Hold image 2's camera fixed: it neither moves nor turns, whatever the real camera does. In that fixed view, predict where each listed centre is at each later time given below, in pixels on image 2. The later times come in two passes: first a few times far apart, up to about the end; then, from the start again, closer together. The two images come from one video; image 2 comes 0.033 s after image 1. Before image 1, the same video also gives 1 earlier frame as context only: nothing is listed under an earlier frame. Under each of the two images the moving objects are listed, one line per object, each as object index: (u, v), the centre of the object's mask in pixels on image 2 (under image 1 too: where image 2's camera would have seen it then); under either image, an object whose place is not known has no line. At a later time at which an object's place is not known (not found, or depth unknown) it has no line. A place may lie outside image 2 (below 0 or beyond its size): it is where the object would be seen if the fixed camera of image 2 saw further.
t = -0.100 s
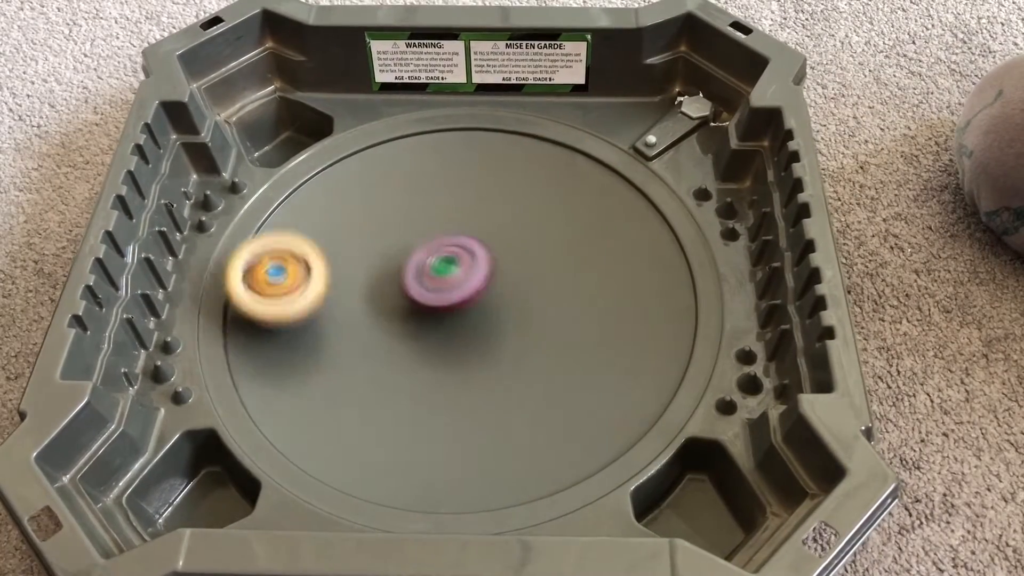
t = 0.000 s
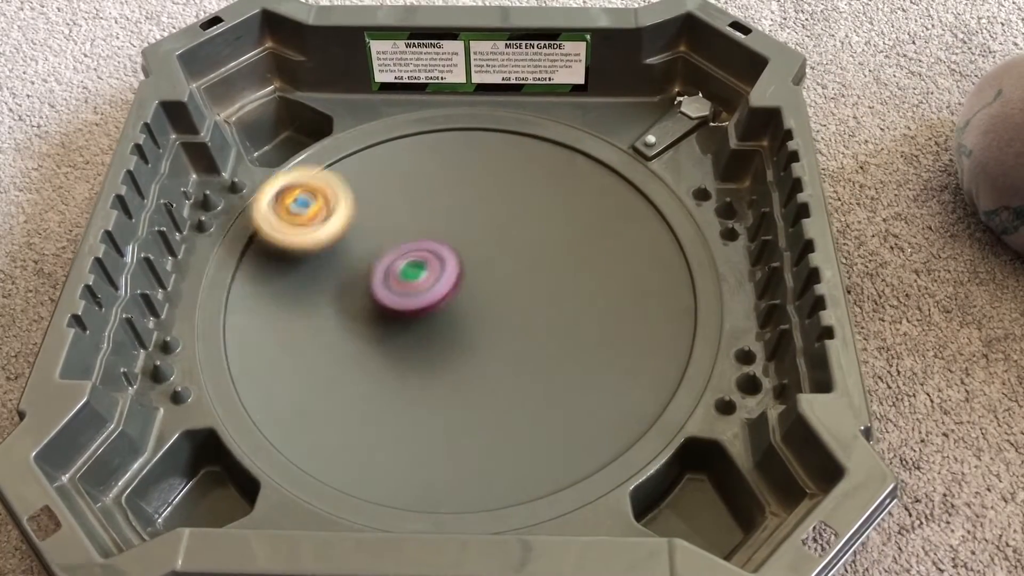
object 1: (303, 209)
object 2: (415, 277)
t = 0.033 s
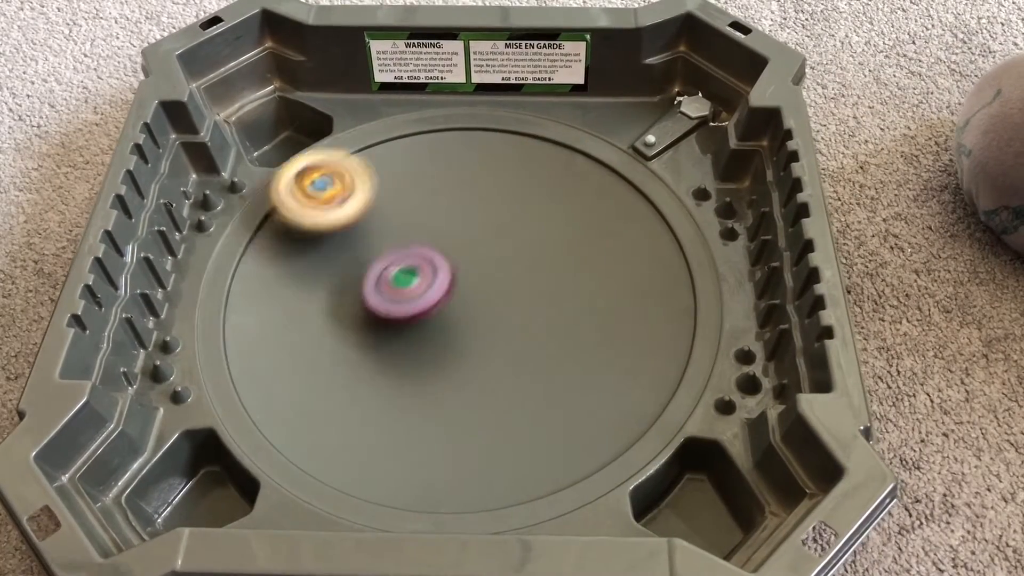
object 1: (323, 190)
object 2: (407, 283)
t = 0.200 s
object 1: (471, 153)
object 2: (400, 341)
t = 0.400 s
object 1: (610, 241)
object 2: (454, 397)
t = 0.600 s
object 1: (661, 364)
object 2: (424, 386)
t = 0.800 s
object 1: (585, 345)
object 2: (288, 351)
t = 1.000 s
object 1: (449, 287)
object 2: (312, 328)
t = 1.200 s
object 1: (428, 208)
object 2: (405, 298)
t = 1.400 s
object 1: (517, 175)
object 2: (450, 245)
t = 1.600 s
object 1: (639, 224)
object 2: (426, 202)
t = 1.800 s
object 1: (560, 350)
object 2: (379, 205)
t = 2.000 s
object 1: (330, 343)
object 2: (379, 235)
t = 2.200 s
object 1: (243, 339)
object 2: (425, 164)
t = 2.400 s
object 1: (331, 247)
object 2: (442, 188)
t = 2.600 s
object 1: (374, 264)
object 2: (602, 172)
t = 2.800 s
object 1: (409, 323)
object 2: (604, 229)
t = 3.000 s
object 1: (429, 340)
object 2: (536, 302)
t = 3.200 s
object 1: (340, 356)
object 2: (614, 307)
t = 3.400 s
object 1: (362, 308)
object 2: (628, 304)
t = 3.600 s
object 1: (476, 272)
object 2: (561, 308)
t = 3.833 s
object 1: (541, 254)
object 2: (514, 360)
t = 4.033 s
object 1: (546, 297)
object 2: (458, 357)
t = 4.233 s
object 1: (498, 321)
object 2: (391, 342)
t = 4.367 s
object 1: (463, 305)
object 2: (349, 329)
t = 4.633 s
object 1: (451, 236)
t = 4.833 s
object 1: (502, 209)
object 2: (382, 256)
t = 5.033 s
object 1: (534, 250)
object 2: (417, 223)
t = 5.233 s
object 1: (479, 309)
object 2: (441, 202)
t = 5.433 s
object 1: (387, 305)
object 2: (470, 209)
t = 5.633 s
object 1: (372, 240)
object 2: (514, 240)
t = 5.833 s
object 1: (459, 213)
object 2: (554, 279)
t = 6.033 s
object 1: (518, 250)
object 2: (590, 314)
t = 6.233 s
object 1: (459, 291)
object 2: (619, 341)
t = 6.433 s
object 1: (391, 273)
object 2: (560, 348)
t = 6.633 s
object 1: (406, 228)
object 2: (466, 338)
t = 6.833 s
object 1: (489, 242)
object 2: (388, 329)
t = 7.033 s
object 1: (509, 325)
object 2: (349, 317)
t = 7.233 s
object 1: (428, 358)
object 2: (354, 283)
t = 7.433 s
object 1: (403, 329)
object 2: (353, 232)
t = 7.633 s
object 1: (446, 300)
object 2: (390, 198)
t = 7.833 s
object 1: (521, 284)
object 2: (444, 180)
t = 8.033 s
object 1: (558, 295)
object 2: (500, 185)
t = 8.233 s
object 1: (530, 303)
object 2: (548, 217)
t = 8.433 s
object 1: (445, 303)
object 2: (581, 243)
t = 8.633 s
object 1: (384, 246)
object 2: (580, 285)
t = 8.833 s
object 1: (424, 200)
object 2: (546, 328)
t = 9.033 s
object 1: (496, 228)
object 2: (485, 351)
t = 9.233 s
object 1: (513, 313)
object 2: (414, 353)
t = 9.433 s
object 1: (496, 357)
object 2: (335, 339)
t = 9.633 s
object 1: (449, 336)
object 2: (325, 299)
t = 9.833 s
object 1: (455, 268)
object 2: (350, 252)
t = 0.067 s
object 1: (348, 174)
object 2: (402, 292)
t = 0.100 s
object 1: (377, 163)
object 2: (398, 302)
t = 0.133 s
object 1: (406, 155)
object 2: (397, 315)
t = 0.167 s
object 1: (438, 152)
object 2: (397, 327)
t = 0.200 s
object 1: (471, 153)
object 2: (400, 341)
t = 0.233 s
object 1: (502, 159)
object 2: (404, 354)
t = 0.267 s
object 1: (530, 167)
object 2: (411, 367)
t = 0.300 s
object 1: (556, 180)
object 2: (419, 377)
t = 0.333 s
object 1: (579, 197)
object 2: (429, 386)
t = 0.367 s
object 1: (597, 217)
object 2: (441, 393)
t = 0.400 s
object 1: (610, 241)
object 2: (454, 397)
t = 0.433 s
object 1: (618, 268)
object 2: (467, 397)
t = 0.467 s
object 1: (620, 295)
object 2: (482, 395)
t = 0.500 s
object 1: (614, 324)
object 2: (496, 390)
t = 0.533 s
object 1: (607, 348)
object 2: (502, 385)
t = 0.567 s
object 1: (635, 358)
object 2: (464, 387)
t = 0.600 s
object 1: (661, 364)
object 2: (424, 386)
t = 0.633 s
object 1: (672, 364)
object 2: (389, 382)
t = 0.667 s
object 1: (669, 364)
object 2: (358, 376)
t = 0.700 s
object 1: (654, 361)
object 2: (334, 369)
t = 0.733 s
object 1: (634, 357)
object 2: (313, 363)
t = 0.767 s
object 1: (611, 351)
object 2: (297, 356)
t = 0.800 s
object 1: (585, 345)
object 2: (288, 351)
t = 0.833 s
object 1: (559, 339)
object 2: (283, 346)
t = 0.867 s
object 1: (533, 331)
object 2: (282, 342)
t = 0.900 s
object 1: (508, 322)
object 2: (285, 338)
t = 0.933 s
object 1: (485, 312)
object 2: (291, 335)
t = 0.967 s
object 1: (465, 300)
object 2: (300, 332)
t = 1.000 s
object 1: (449, 287)
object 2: (312, 328)
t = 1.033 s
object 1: (436, 272)
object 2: (326, 325)
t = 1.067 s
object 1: (426, 258)
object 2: (342, 320)
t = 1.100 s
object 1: (421, 245)
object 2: (358, 316)
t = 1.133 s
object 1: (420, 231)
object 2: (374, 311)
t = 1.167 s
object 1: (422, 219)
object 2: (391, 305)
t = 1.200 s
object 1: (428, 208)
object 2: (405, 298)
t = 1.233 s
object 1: (437, 198)
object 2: (418, 291)
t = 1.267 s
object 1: (448, 190)
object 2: (429, 282)
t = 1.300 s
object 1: (463, 183)
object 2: (438, 274)
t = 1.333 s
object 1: (479, 179)
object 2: (444, 264)
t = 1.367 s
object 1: (498, 176)
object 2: (449, 255)
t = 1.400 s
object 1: (517, 175)
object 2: (450, 245)
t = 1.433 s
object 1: (538, 176)
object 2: (451, 236)
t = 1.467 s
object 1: (560, 179)
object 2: (449, 228)
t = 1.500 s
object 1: (582, 184)
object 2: (446, 220)
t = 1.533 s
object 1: (604, 192)
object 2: (441, 212)
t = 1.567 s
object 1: (624, 206)
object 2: (434, 207)
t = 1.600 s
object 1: (639, 224)
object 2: (426, 202)
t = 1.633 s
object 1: (647, 245)
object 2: (418, 198)
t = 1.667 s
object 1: (646, 269)
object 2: (409, 196)
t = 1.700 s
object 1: (637, 293)
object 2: (401, 196)
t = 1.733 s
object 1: (620, 315)
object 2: (393, 198)
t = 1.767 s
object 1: (593, 335)
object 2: (386, 201)
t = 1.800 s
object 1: (560, 350)
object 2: (379, 205)
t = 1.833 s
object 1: (521, 360)
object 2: (372, 212)
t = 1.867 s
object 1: (479, 363)
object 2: (369, 222)
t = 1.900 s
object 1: (438, 358)
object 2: (368, 233)
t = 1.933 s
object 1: (399, 347)
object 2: (369, 246)
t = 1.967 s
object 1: (363, 332)
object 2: (372, 253)
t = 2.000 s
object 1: (330, 343)
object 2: (379, 235)
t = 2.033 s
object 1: (302, 352)
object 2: (388, 212)
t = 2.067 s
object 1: (276, 358)
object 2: (396, 194)
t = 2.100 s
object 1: (257, 358)
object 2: (404, 181)
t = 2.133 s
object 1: (246, 355)
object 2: (412, 170)
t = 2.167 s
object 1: (242, 349)
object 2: (419, 165)
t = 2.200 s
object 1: (243, 339)
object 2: (425, 164)
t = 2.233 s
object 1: (250, 326)
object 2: (429, 164)
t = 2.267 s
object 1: (262, 312)
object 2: (432, 167)
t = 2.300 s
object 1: (276, 297)
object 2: (434, 171)
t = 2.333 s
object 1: (292, 280)
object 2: (436, 176)
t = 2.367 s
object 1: (310, 263)
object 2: (438, 182)
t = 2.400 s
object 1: (331, 247)
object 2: (442, 188)
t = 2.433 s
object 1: (356, 234)
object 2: (448, 196)
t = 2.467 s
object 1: (366, 233)
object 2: (474, 195)
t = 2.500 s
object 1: (364, 239)
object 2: (513, 190)
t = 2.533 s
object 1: (366, 246)
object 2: (548, 183)
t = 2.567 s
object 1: (370, 254)
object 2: (578, 177)
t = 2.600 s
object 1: (374, 264)
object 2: (602, 172)
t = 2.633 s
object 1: (379, 274)
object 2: (621, 167)
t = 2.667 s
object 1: (384, 285)
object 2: (629, 170)
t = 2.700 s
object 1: (388, 296)
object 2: (629, 184)
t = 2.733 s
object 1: (395, 306)
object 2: (624, 198)
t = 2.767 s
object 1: (402, 315)
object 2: (614, 214)
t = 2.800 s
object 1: (409, 323)
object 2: (604, 229)
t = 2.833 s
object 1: (415, 329)
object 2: (591, 244)
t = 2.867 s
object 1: (422, 333)
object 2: (577, 258)
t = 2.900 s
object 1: (428, 335)
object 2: (563, 272)
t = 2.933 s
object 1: (434, 336)
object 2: (548, 285)
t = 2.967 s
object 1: (438, 336)
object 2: (534, 298)
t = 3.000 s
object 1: (429, 340)
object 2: (536, 302)
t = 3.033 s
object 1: (408, 347)
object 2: (551, 303)
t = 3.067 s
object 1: (389, 353)
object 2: (565, 304)
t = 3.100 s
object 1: (373, 357)
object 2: (579, 305)
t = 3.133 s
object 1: (359, 358)
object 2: (591, 306)
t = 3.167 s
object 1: (348, 358)
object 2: (604, 307)
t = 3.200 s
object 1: (340, 356)
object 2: (614, 307)
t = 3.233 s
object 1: (335, 351)
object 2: (623, 308)
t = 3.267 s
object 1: (332, 344)
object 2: (629, 308)
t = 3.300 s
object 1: (334, 335)
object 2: (633, 308)
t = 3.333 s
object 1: (339, 326)
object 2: (634, 307)
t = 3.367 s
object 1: (349, 317)
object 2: (633, 305)
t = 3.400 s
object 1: (362, 308)
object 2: (628, 304)
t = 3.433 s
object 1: (377, 300)
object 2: (622, 303)
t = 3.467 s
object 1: (394, 293)
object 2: (614, 302)
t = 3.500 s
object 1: (414, 286)
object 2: (604, 302)
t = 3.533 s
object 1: (435, 281)
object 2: (591, 302)
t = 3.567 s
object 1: (456, 276)
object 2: (576, 304)
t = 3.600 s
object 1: (476, 272)
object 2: (561, 308)
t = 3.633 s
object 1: (483, 264)
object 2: (557, 317)
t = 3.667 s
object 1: (489, 256)
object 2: (553, 327)
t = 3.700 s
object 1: (497, 250)
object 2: (546, 337)
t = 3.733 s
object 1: (508, 247)
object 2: (539, 346)
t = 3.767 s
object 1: (520, 247)
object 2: (531, 352)
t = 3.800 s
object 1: (531, 249)
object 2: (523, 358)
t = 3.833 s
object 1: (541, 254)
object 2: (514, 360)
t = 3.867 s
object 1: (548, 261)
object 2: (505, 361)
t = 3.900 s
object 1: (552, 267)
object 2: (497, 361)
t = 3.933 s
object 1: (554, 275)
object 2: (487, 361)
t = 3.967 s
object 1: (553, 283)
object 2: (478, 359)
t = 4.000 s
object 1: (550, 290)
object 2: (467, 358)
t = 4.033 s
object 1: (546, 297)
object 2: (458, 357)
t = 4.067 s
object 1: (540, 304)
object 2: (448, 356)
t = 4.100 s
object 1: (534, 309)
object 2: (437, 354)
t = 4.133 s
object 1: (528, 313)
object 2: (422, 352)
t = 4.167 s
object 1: (520, 317)
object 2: (410, 349)
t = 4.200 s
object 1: (510, 320)
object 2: (401, 347)
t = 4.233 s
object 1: (498, 321)
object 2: (391, 342)
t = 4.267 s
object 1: (489, 320)
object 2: (379, 338)
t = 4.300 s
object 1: (480, 316)
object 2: (366, 335)
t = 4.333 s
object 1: (471, 311)
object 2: (356, 332)
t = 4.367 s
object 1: (463, 305)
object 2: (349, 329)
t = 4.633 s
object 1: (451, 236)
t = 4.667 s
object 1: (457, 228)
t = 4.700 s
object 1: (464, 221)
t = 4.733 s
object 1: (472, 215)
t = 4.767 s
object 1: (482, 210)
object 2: (368, 270)
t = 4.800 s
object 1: (492, 208)
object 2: (374, 263)
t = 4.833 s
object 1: (502, 209)
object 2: (382, 256)
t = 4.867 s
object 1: (512, 211)
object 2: (388, 249)
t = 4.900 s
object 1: (521, 216)
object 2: (394, 243)
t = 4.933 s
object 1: (527, 223)
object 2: (401, 238)
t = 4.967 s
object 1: (532, 231)
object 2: (406, 233)
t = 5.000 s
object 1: (534, 240)
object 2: (412, 228)
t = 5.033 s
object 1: (534, 250)
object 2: (417, 223)
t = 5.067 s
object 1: (532, 261)
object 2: (422, 218)
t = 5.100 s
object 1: (526, 272)
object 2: (427, 214)
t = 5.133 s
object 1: (518, 283)
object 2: (431, 210)
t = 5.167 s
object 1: (507, 293)
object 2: (435, 206)
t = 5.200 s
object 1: (495, 302)
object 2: (438, 204)
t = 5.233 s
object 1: (479, 309)
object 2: (441, 202)
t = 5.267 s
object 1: (464, 314)
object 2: (445, 201)
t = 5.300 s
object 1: (447, 317)
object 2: (448, 201)
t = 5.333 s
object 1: (431, 318)
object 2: (453, 203)
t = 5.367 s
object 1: (414, 316)
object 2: (459, 204)
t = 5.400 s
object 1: (400, 311)
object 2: (464, 207)
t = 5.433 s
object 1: (387, 305)
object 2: (470, 209)
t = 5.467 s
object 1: (377, 297)
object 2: (477, 213)
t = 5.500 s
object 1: (369, 287)
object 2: (483, 217)
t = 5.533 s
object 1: (365, 276)
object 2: (491, 221)
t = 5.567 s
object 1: (364, 264)
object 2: (499, 227)
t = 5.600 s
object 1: (366, 251)
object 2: (506, 233)
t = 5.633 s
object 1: (372, 240)
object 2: (514, 240)
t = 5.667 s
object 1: (381, 230)
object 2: (522, 246)
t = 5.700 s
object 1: (392, 222)
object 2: (530, 254)
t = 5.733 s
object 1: (406, 215)
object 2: (537, 260)
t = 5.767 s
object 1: (423, 212)
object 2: (544, 268)
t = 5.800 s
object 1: (440, 211)
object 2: (550, 274)
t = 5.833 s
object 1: (459, 213)
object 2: (554, 279)
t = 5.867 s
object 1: (474, 217)
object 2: (558, 283)
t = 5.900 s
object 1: (491, 224)
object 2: (561, 286)
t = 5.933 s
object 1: (499, 228)
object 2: (570, 294)
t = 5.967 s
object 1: (506, 233)
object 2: (580, 302)
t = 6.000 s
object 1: (513, 240)
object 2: (587, 309)
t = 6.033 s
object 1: (518, 250)
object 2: (590, 314)
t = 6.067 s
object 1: (520, 261)
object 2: (593, 319)
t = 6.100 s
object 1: (512, 268)
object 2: (603, 326)
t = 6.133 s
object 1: (501, 275)
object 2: (612, 332)
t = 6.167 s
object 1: (488, 282)
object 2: (617, 336)
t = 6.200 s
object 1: (473, 287)
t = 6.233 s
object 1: (459, 291)
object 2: (619, 341)
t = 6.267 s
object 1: (444, 292)
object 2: (615, 343)
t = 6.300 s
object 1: (430, 291)
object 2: (608, 345)
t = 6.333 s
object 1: (418, 288)
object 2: (599, 346)
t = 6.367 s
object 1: (407, 284)
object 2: (587, 348)
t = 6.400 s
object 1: (398, 279)
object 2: (574, 348)
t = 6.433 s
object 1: (391, 273)
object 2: (560, 348)
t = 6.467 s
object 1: (386, 265)
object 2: (545, 348)
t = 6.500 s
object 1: (385, 258)
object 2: (529, 347)
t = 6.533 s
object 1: (386, 250)
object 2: (514, 344)
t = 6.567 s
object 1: (389, 242)
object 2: (497, 343)
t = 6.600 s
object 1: (395, 235)
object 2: (481, 340)
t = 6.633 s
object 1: (406, 228)
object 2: (466, 338)
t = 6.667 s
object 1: (417, 224)
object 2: (451, 335)
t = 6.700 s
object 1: (431, 222)
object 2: (437, 334)
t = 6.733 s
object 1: (445, 222)
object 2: (423, 332)
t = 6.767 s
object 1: (461, 226)
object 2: (410, 330)
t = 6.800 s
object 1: (476, 232)
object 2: (399, 329)
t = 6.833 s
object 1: (489, 242)
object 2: (388, 329)
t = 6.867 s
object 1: (500, 253)
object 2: (378, 328)
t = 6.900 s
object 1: (509, 266)
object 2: (369, 327)
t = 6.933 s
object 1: (514, 280)
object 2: (361, 326)
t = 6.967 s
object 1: (517, 296)
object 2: (356, 324)
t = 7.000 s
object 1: (514, 310)
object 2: (352, 321)
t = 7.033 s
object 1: (509, 325)
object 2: (349, 317)
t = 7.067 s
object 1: (501, 337)
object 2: (347, 311)
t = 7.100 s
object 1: (489, 348)
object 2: (347, 306)
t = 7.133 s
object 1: (474, 355)
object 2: (347, 299)
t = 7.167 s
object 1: (459, 358)
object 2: (348, 293)
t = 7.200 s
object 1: (443, 360)
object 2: (351, 288)
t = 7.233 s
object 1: (428, 358)
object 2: (354, 283)
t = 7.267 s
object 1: (413, 352)
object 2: (358, 278)
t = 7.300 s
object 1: (401, 345)
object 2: (360, 273)
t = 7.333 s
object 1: (397, 341)
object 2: (358, 263)
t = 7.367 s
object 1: (399, 338)
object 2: (355, 251)
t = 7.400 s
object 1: (401, 334)
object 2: (353, 241)
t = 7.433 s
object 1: (403, 329)
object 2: (353, 232)
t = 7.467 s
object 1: (407, 325)
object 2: (357, 225)
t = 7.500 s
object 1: (412, 320)
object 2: (361, 218)
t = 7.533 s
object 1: (419, 314)
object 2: (367, 212)
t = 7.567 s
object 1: (426, 309)
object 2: (374, 207)
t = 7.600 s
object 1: (437, 304)
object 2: (382, 202)
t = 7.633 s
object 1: (446, 300)
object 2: (390, 198)
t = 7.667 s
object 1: (459, 294)
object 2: (399, 193)
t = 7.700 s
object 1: (471, 291)
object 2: (408, 190)
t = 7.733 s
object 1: (484, 288)
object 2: (417, 187)
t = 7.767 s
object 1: (497, 286)
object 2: (425, 184)
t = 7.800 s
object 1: (509, 284)
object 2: (435, 181)
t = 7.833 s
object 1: (521, 284)
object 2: (444, 180)
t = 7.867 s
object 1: (531, 284)
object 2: (453, 179)
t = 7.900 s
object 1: (540, 286)
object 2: (463, 179)
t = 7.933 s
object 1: (548, 288)
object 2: (472, 179)
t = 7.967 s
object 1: (553, 291)
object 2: (481, 181)
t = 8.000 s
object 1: (556, 293)
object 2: (492, 183)
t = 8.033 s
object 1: (558, 295)
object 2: (500, 185)
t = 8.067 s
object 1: (557, 297)
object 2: (509, 188)
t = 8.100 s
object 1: (555, 299)
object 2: (519, 192)
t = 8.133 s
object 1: (550, 301)
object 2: (526, 197)
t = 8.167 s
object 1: (545, 302)
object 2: (534, 203)
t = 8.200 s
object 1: (538, 302)
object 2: (542, 209)
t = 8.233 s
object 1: (530, 303)
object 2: (548, 217)
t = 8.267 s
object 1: (521, 302)
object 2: (554, 224)
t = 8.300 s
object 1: (511, 301)
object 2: (560, 231)
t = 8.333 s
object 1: (498, 303)
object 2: (567, 234)
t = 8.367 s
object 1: (480, 306)
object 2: (574, 234)
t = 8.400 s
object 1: (463, 306)
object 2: (579, 237)
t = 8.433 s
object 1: (445, 303)
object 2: (581, 243)
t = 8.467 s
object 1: (428, 297)
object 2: (582, 249)
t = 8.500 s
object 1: (415, 290)
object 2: (582, 256)
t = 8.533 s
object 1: (402, 280)
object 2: (583, 263)
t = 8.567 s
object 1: (393, 269)
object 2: (582, 270)
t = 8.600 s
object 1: (386, 257)
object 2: (581, 278)
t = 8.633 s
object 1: (384, 246)
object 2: (580, 285)
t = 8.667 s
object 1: (385, 235)
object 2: (576, 292)
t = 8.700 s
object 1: (387, 224)
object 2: (571, 300)
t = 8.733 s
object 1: (394, 215)
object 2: (566, 307)
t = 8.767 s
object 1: (402, 207)
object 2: (560, 314)
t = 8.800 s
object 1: (412, 203)
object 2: (554, 322)
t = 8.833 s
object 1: (424, 200)
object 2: (546, 328)
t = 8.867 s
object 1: (435, 199)
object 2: (537, 334)
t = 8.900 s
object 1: (447, 201)
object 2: (528, 339)
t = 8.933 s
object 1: (460, 204)
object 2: (517, 344)
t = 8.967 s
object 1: (472, 210)
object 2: (507, 347)
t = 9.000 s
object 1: (484, 219)
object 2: (496, 349)
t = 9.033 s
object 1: (496, 228)
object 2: (485, 351)
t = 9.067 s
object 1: (504, 241)
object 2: (473, 352)
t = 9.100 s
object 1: (512, 254)
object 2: (462, 353)
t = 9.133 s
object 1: (516, 268)
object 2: (450, 353)
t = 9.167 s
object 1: (516, 284)
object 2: (438, 353)
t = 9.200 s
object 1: (515, 300)
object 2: (427, 352)
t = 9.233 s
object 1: (513, 313)
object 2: (414, 353)
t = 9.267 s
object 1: (517, 322)
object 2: (392, 354)
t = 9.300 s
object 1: (518, 332)
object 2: (375, 353)
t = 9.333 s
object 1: (517, 341)
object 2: (362, 352)
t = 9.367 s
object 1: (511, 349)
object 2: (351, 349)
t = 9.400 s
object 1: (504, 354)
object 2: (342, 344)
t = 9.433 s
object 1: (496, 357)
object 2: (335, 339)
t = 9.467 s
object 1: (488, 358)
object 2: (329, 334)
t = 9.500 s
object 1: (479, 357)
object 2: (325, 328)
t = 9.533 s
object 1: (470, 354)
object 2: (322, 320)
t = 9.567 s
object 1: (463, 350)
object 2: (321, 313)
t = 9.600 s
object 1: (455, 344)
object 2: (322, 307)
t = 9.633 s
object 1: (449, 336)
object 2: (325, 299)
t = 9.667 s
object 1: (443, 327)
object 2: (329, 293)
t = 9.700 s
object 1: (438, 315)
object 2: (334, 284)
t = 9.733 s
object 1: (435, 303)
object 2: (339, 277)
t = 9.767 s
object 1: (438, 291)
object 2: (342, 268)
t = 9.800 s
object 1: (446, 279)
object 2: (345, 260)
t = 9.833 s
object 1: (455, 268)
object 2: (350, 252)
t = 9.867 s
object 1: (465, 258)
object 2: (357, 245)
